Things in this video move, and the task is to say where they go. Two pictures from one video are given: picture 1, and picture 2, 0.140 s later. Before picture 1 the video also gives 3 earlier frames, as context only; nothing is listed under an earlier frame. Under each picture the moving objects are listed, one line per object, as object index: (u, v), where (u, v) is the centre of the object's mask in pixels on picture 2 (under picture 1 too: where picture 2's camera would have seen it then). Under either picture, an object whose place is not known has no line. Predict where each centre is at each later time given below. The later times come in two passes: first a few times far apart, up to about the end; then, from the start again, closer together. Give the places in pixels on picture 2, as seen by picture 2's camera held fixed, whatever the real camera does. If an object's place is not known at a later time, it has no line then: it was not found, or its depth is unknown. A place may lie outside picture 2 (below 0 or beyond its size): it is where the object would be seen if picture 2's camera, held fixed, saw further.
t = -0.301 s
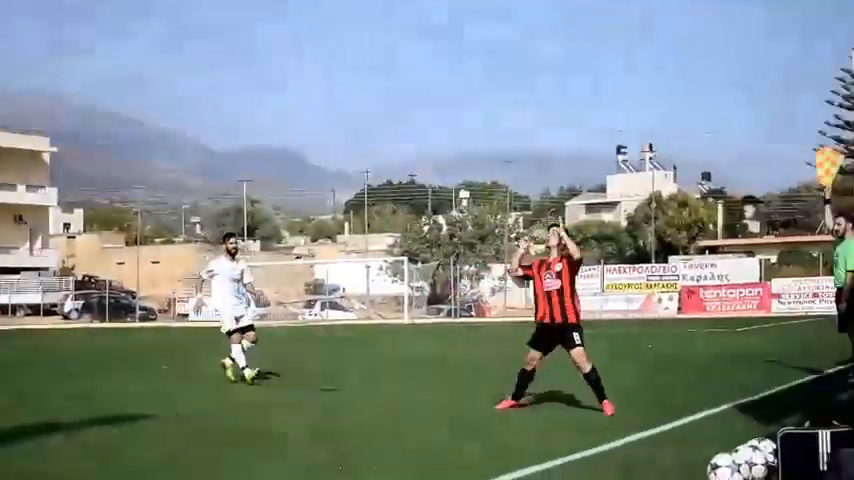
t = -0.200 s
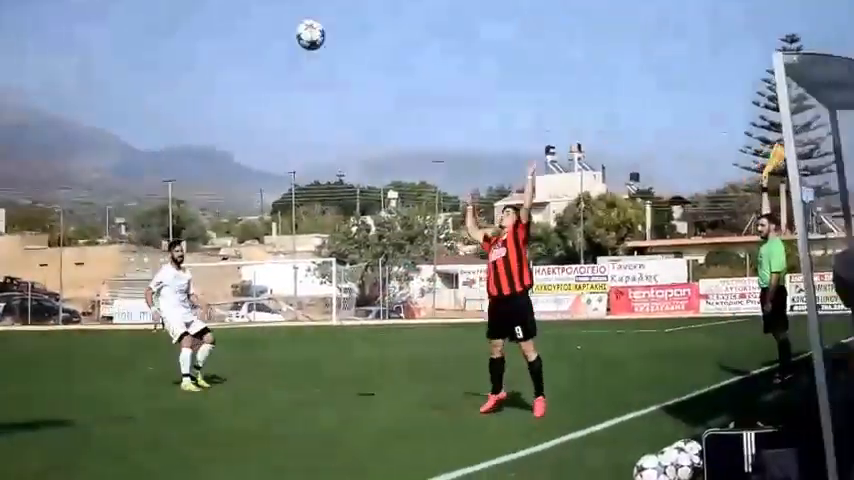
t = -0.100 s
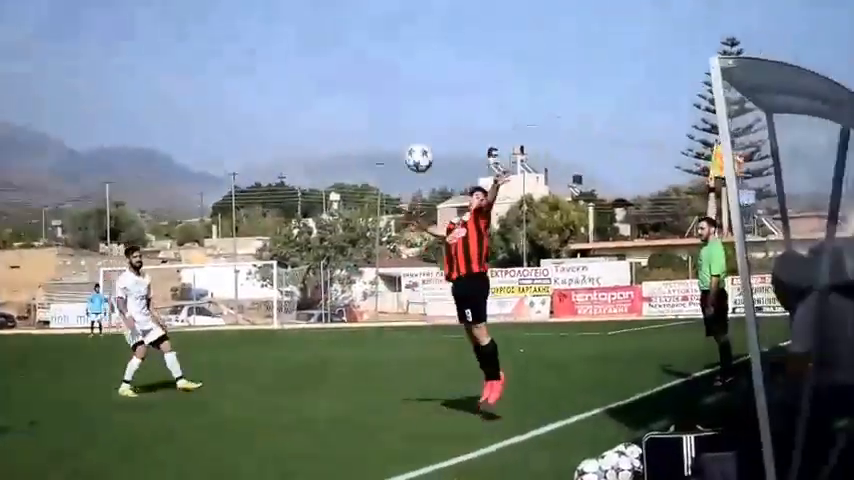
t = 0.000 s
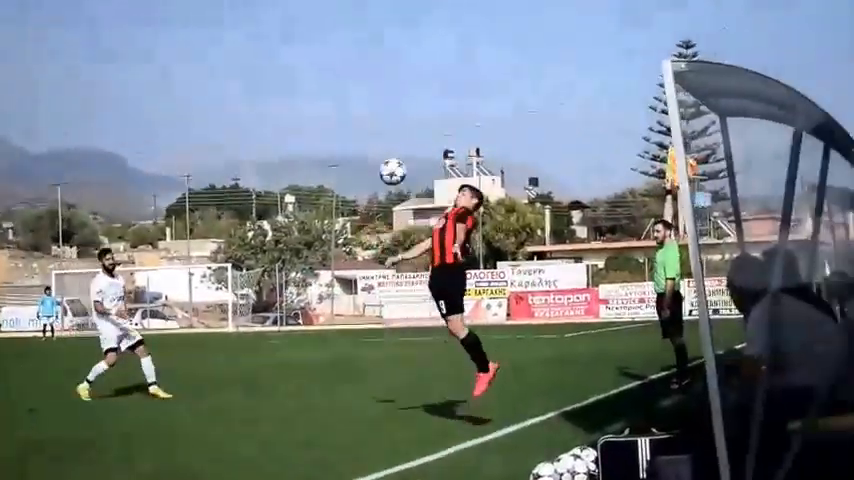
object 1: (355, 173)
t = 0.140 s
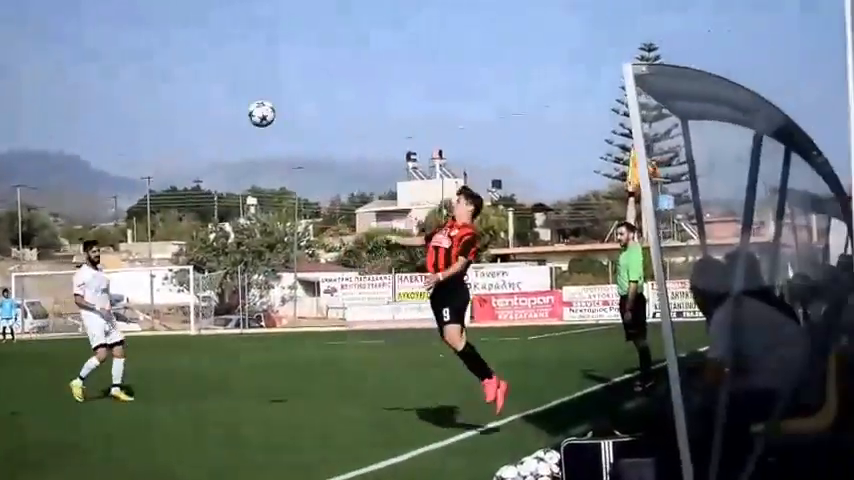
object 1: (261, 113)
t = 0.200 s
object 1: (223, 95)
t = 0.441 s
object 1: (69, 65)
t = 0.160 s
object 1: (249, 107)
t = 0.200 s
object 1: (223, 95)
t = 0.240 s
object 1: (197, 85)
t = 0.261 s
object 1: (185, 81)
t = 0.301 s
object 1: (158, 73)
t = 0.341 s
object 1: (132, 69)
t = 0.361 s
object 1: (120, 67)
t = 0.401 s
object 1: (94, 65)
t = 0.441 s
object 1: (69, 65)
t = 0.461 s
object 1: (56, 66)
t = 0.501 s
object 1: (31, 70)
